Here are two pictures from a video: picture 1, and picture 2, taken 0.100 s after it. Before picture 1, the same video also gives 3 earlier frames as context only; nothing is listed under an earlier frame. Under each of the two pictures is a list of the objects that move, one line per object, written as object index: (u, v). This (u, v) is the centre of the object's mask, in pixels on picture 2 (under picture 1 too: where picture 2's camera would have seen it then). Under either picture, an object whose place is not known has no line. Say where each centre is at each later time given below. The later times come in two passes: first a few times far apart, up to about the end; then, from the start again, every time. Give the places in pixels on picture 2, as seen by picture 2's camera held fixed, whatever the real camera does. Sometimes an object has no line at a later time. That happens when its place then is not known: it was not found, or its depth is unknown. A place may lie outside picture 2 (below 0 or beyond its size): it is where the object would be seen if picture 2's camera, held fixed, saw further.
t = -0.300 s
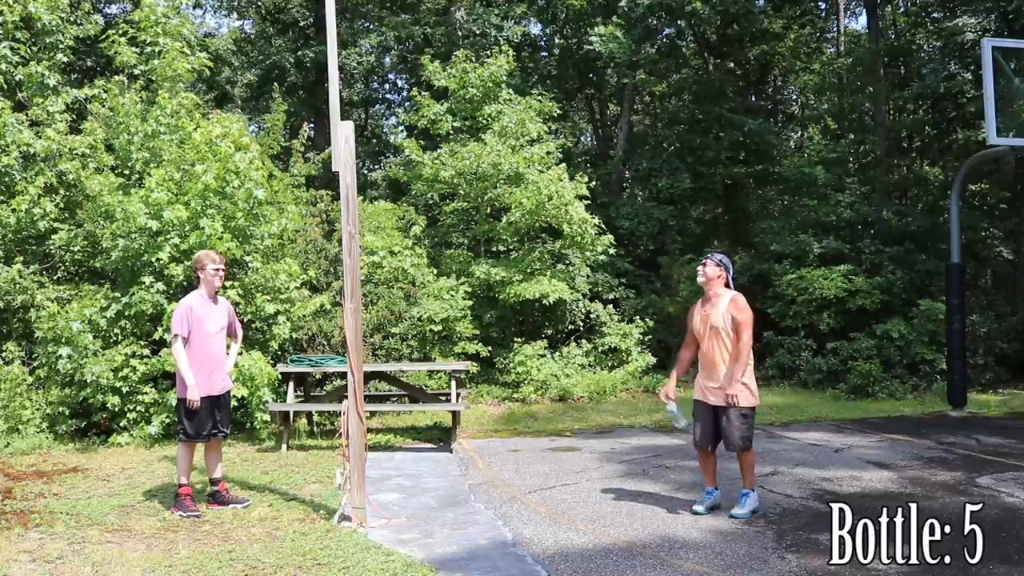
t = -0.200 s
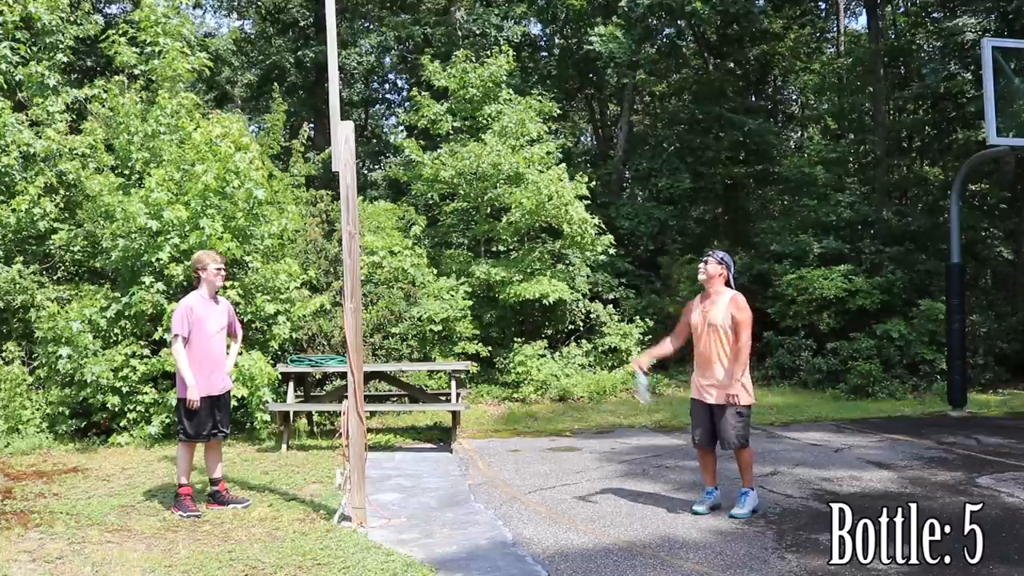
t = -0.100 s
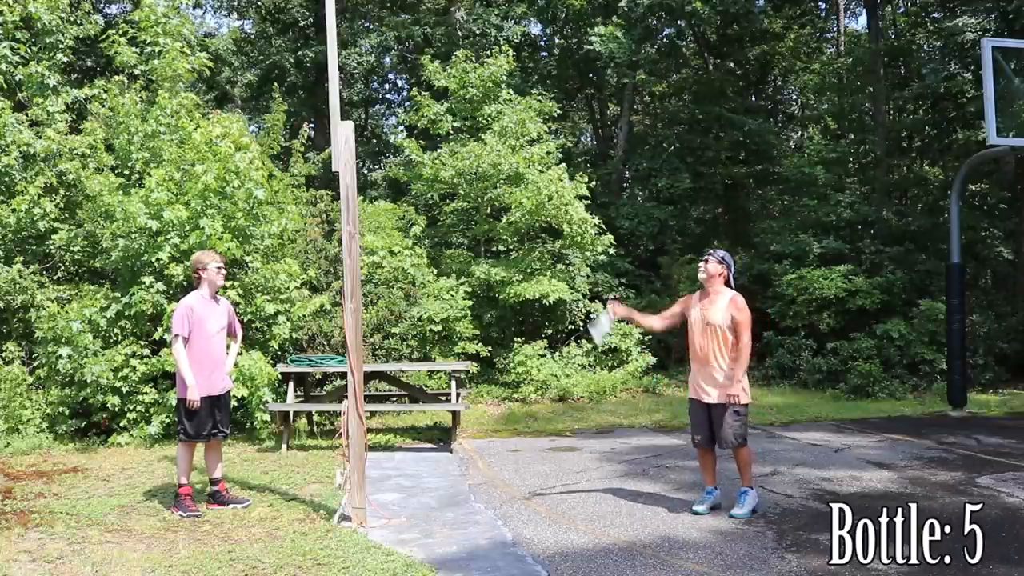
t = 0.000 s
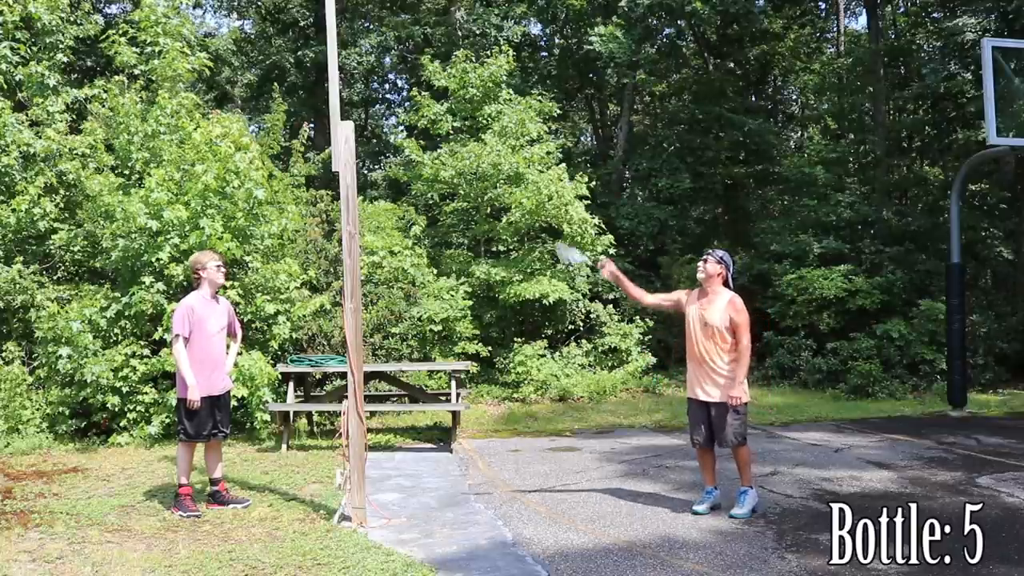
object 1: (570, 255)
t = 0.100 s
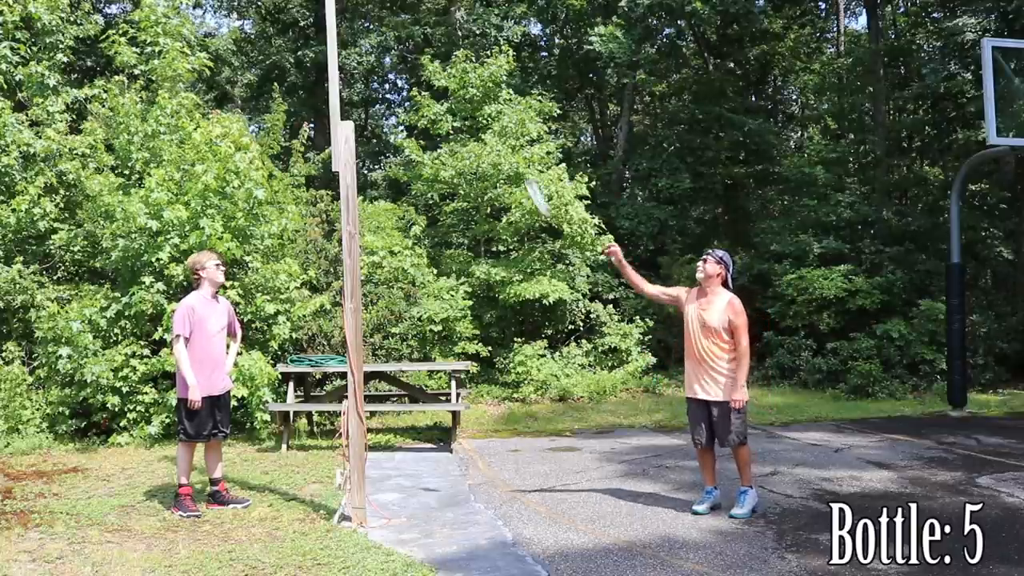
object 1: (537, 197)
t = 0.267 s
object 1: (481, 128)
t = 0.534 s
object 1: (401, 104)
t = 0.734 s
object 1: (370, 154)
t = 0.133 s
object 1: (526, 181)
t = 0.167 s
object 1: (514, 164)
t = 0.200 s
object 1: (504, 151)
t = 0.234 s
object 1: (493, 138)
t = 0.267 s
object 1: (481, 128)
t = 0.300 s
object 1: (471, 118)
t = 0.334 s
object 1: (461, 111)
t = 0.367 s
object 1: (452, 104)
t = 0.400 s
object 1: (441, 101)
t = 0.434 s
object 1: (432, 98)
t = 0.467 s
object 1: (422, 99)
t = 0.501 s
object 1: (412, 100)
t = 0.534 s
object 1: (401, 104)
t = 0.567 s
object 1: (392, 108)
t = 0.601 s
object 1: (381, 115)
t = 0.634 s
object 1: (373, 123)
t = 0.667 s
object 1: (372, 132)
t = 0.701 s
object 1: (371, 142)
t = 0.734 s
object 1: (370, 154)
